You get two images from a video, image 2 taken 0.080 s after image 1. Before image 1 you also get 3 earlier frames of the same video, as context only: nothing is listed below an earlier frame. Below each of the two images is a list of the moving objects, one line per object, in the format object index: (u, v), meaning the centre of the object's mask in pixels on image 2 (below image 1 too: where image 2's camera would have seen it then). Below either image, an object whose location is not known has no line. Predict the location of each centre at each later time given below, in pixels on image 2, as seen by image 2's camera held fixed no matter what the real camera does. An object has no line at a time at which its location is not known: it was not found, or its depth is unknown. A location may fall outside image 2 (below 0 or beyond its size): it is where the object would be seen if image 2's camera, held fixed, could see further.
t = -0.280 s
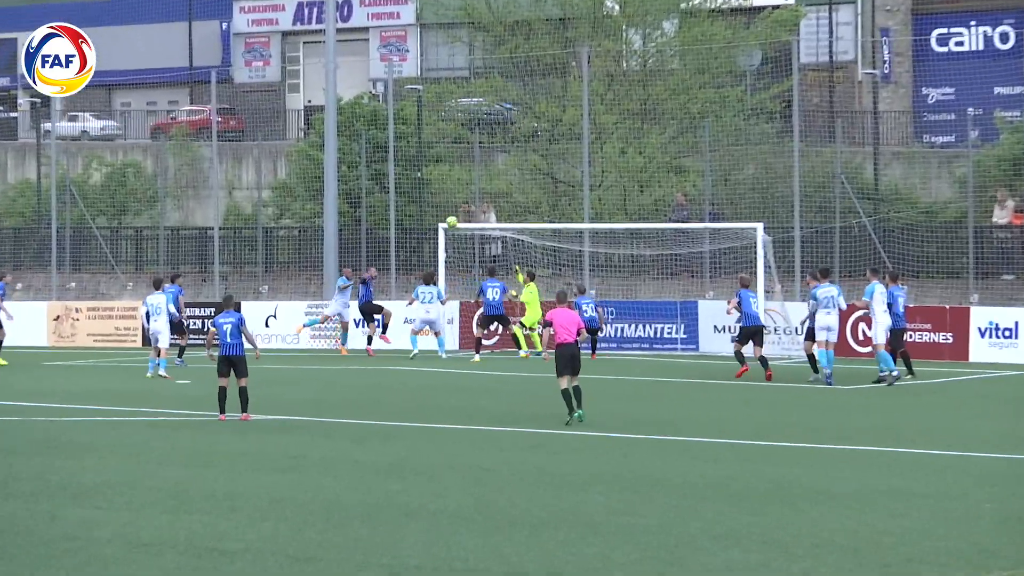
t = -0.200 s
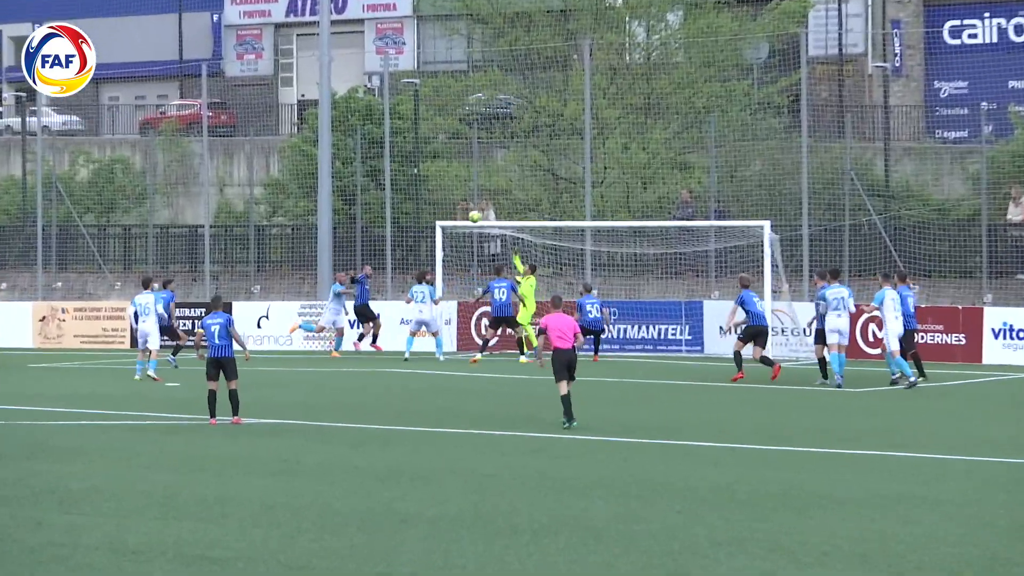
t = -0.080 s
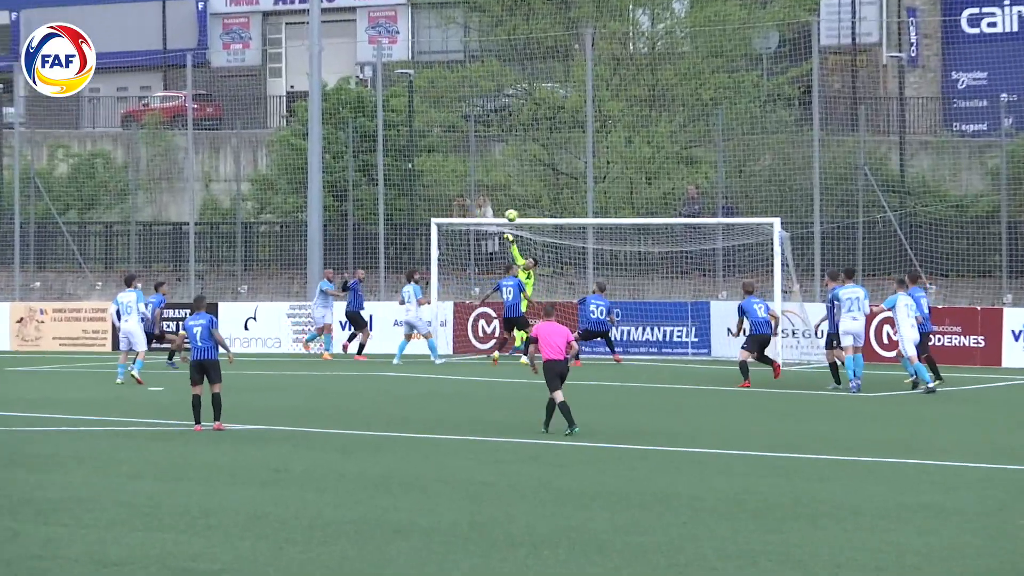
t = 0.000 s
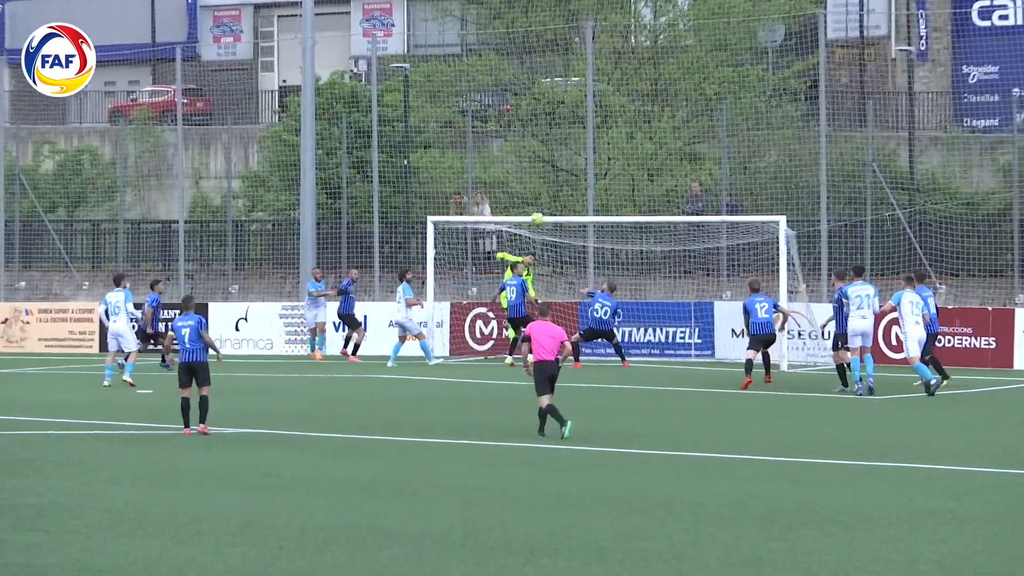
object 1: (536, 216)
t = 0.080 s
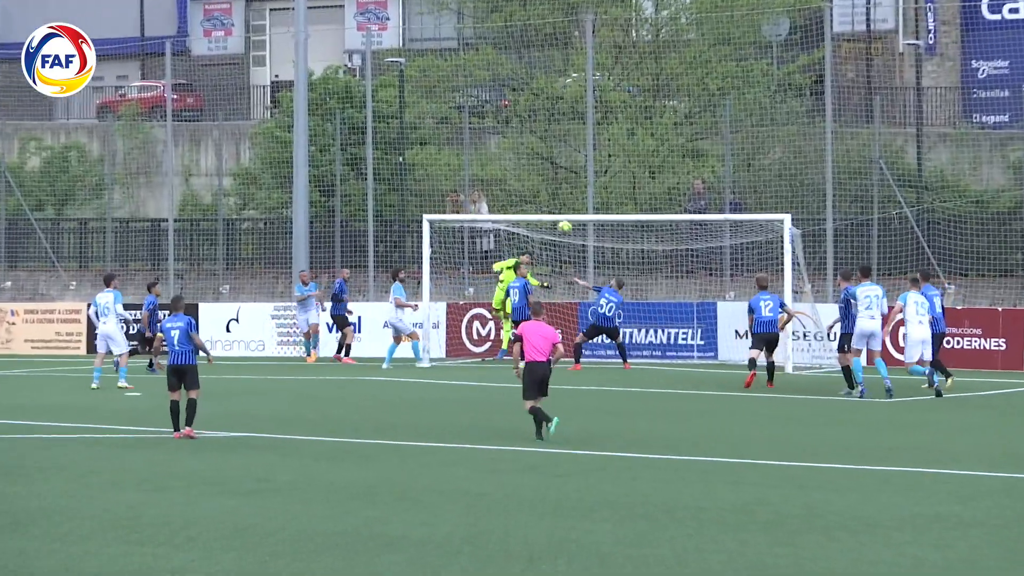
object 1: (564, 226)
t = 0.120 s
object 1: (579, 233)
